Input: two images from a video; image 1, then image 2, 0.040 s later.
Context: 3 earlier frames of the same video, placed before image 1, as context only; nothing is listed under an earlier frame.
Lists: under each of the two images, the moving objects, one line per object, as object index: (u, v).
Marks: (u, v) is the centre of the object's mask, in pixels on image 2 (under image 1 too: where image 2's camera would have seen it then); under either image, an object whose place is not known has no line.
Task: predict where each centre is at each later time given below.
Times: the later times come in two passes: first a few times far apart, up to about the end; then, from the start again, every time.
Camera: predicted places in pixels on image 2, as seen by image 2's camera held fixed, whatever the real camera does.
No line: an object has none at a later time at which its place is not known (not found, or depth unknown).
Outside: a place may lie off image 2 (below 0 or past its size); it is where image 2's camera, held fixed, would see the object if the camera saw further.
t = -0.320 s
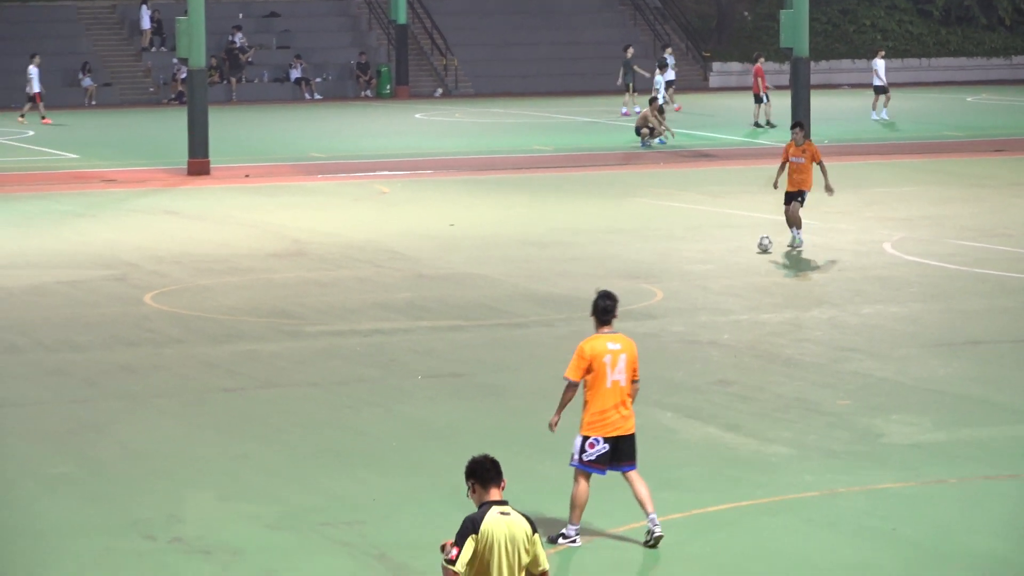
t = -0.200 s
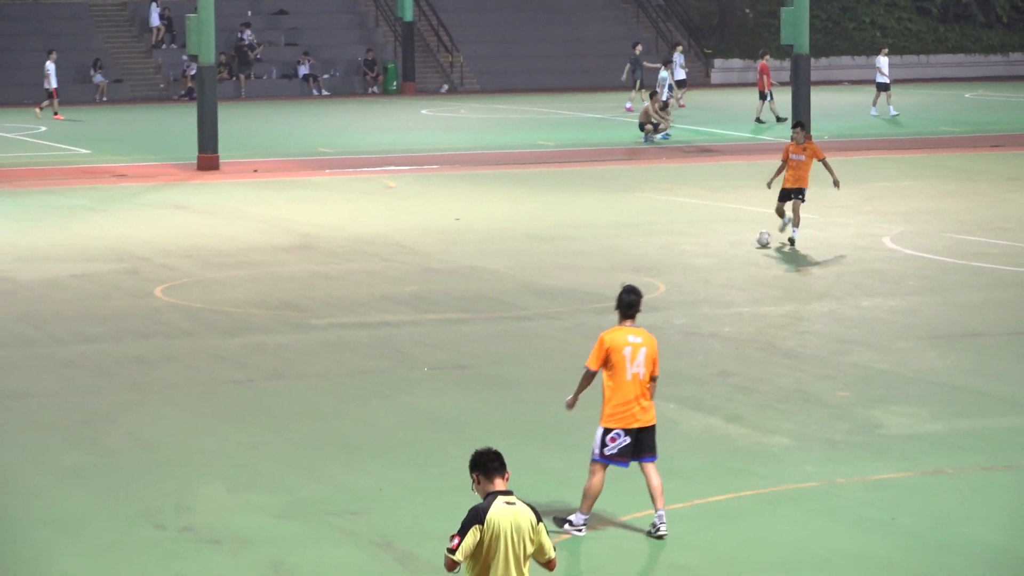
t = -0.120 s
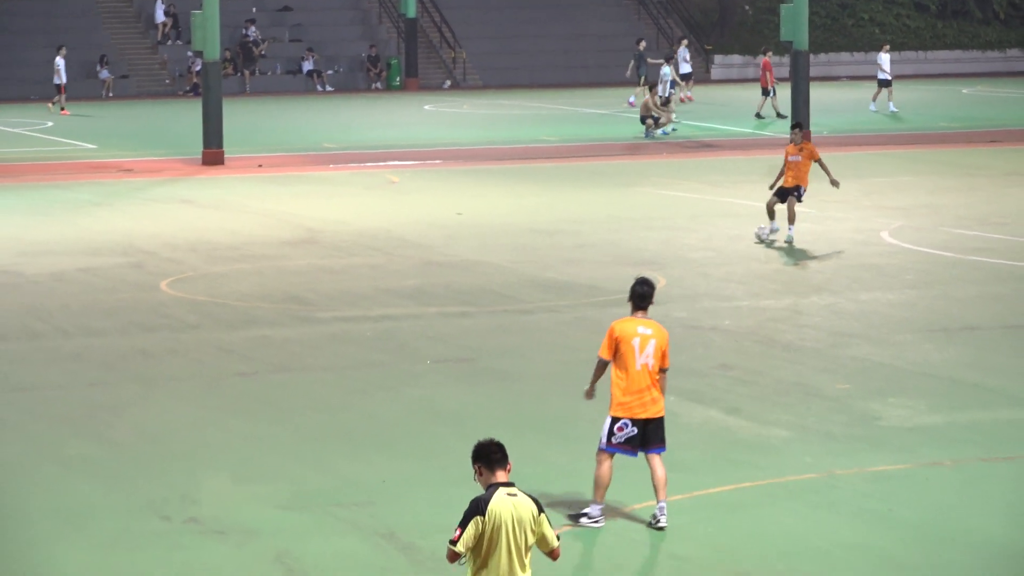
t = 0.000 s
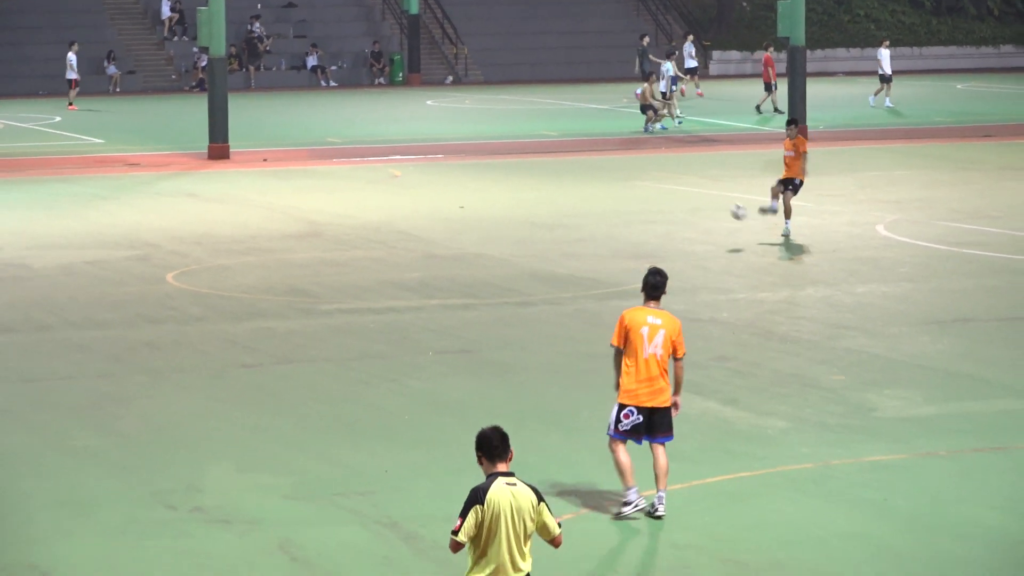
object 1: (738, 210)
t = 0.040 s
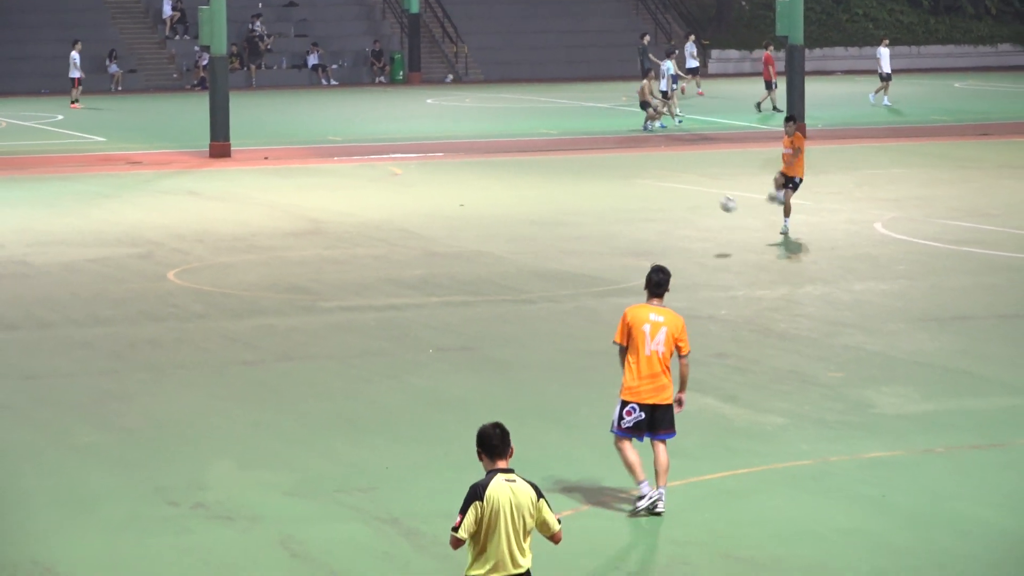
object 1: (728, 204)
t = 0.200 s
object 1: (687, 192)
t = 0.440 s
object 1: (625, 213)
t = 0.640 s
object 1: (564, 276)
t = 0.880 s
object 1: (496, 324)
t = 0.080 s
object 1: (717, 199)
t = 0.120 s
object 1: (707, 195)
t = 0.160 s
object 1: (697, 193)
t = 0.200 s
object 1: (687, 192)
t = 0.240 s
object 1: (677, 192)
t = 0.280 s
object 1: (666, 193)
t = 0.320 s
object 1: (656, 195)
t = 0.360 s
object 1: (646, 199)
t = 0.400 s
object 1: (636, 205)
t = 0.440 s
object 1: (625, 213)
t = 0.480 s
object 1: (614, 222)
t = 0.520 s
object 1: (602, 233)
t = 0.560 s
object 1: (589, 245)
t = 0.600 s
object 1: (577, 260)
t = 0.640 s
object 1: (564, 276)
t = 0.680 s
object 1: (552, 294)
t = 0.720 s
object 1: (538, 313)
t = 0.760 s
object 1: (523, 337)
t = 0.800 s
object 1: (514, 335)
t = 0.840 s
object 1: (505, 329)
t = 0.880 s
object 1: (496, 324)
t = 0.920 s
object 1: (487, 322)
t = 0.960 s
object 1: (477, 321)
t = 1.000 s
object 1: (468, 321)
